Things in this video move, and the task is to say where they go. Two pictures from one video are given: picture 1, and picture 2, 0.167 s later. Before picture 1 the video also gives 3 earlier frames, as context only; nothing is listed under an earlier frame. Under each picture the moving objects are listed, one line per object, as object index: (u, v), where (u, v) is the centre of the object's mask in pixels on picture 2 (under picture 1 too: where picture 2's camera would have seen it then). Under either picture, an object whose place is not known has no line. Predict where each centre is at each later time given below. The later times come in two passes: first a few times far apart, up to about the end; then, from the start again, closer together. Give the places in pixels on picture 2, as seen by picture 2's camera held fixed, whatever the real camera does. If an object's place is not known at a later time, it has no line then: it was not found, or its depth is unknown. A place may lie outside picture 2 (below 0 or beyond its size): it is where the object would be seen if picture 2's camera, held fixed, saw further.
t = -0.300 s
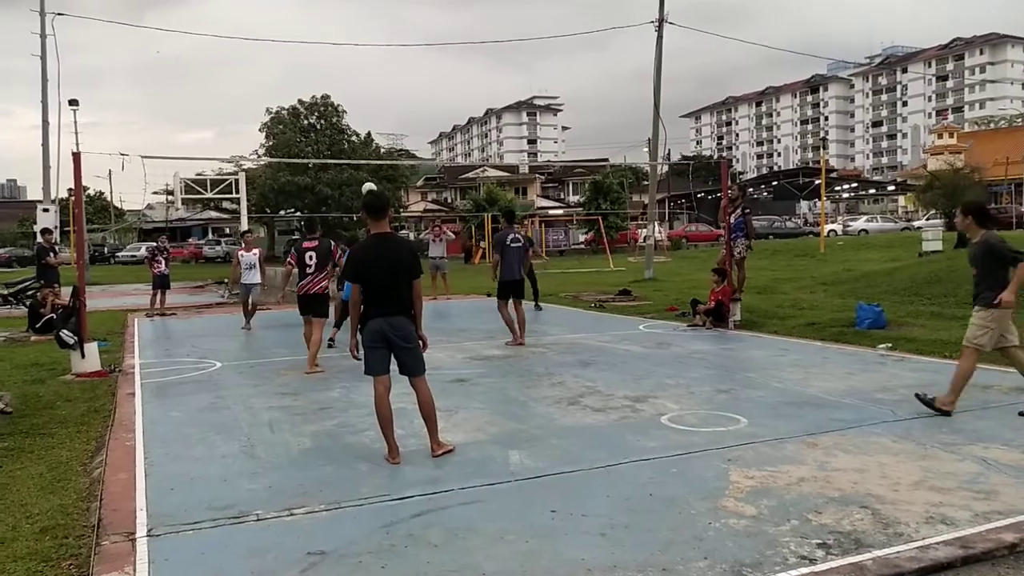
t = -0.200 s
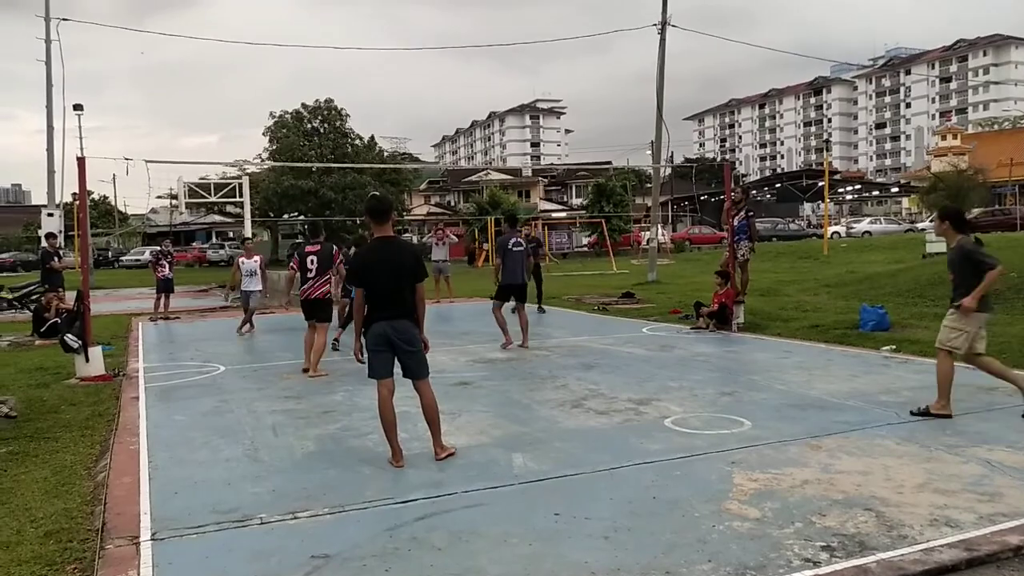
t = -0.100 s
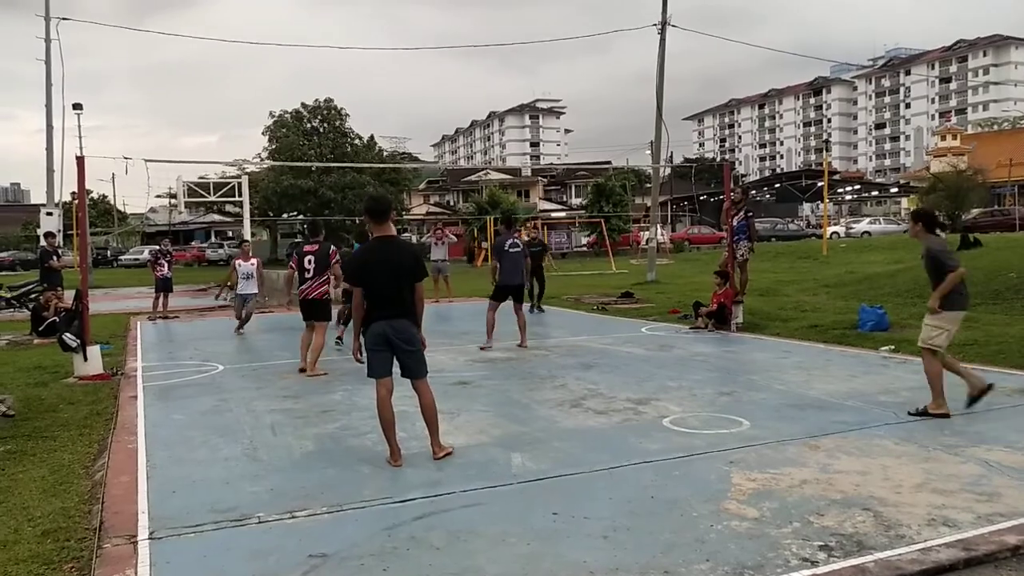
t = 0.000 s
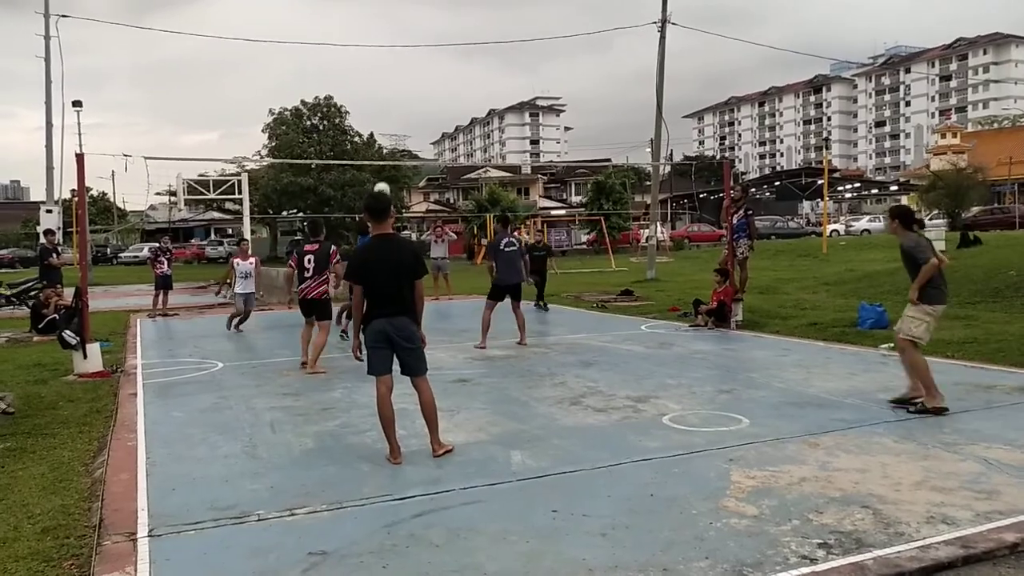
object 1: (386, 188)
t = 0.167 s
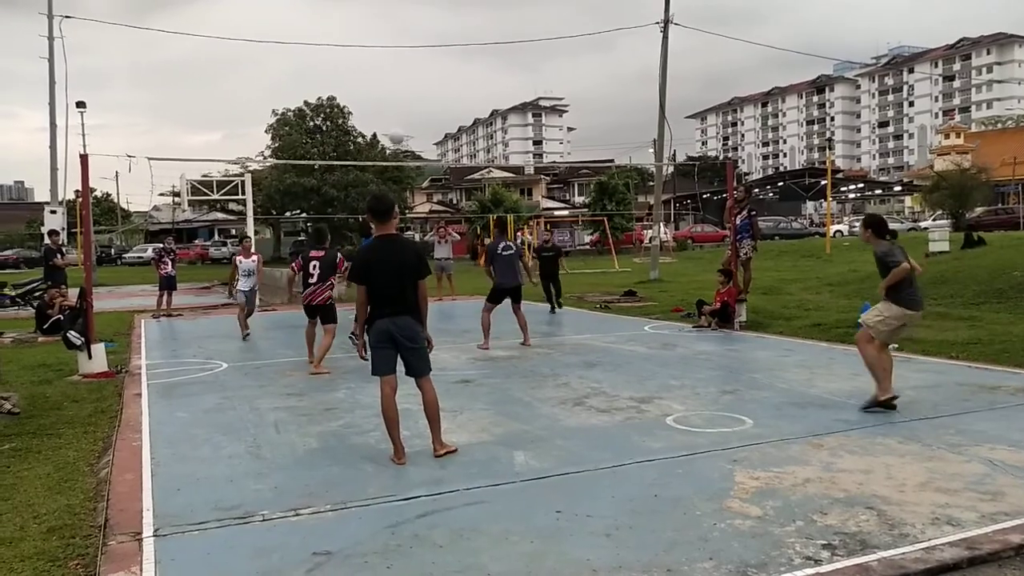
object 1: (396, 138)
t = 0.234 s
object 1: (401, 123)
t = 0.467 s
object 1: (418, 93)
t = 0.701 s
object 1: (435, 103)
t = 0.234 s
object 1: (401, 123)
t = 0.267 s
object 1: (403, 116)
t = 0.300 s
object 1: (405, 110)
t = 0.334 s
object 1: (407, 105)
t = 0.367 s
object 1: (410, 101)
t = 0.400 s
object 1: (413, 97)
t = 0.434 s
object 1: (415, 95)
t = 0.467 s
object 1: (418, 93)
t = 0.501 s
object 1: (420, 92)
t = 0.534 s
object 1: (422, 92)
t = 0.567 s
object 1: (425, 92)
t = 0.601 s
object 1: (427, 94)
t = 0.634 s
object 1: (430, 96)
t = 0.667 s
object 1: (432, 99)
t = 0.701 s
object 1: (435, 103)
